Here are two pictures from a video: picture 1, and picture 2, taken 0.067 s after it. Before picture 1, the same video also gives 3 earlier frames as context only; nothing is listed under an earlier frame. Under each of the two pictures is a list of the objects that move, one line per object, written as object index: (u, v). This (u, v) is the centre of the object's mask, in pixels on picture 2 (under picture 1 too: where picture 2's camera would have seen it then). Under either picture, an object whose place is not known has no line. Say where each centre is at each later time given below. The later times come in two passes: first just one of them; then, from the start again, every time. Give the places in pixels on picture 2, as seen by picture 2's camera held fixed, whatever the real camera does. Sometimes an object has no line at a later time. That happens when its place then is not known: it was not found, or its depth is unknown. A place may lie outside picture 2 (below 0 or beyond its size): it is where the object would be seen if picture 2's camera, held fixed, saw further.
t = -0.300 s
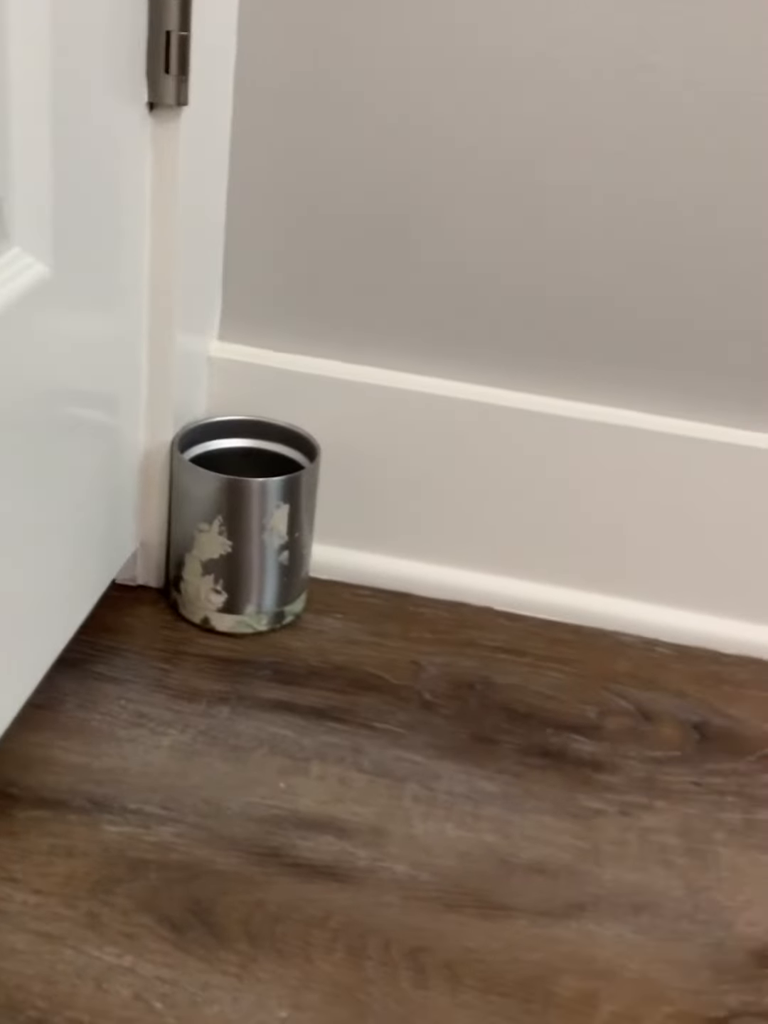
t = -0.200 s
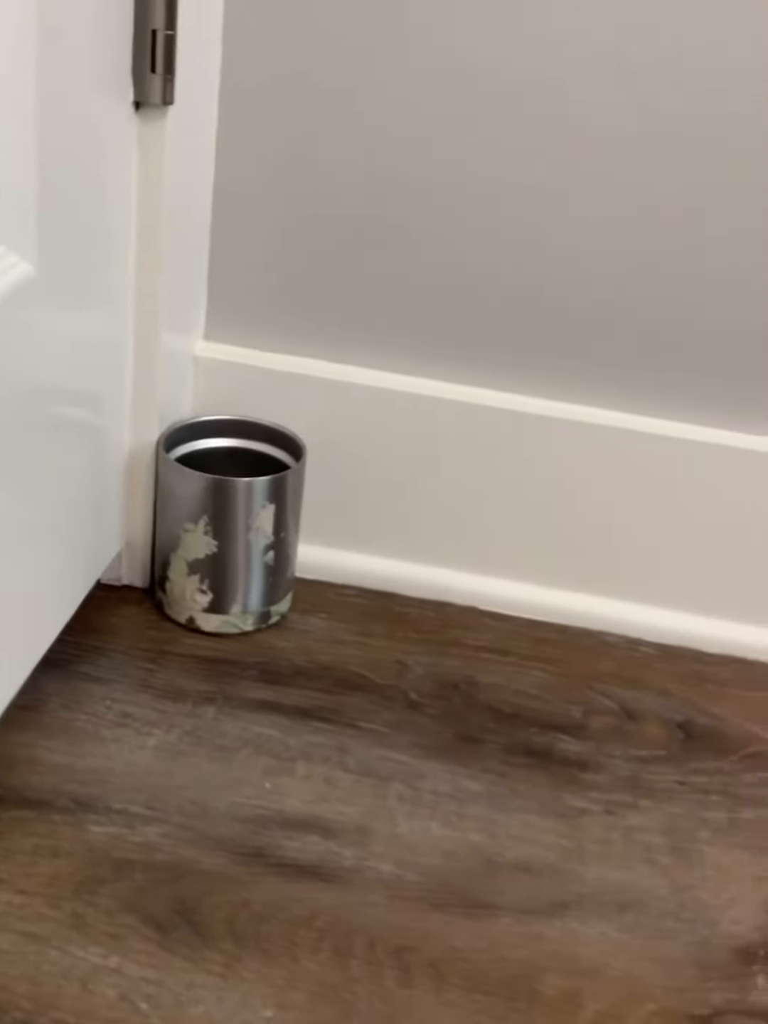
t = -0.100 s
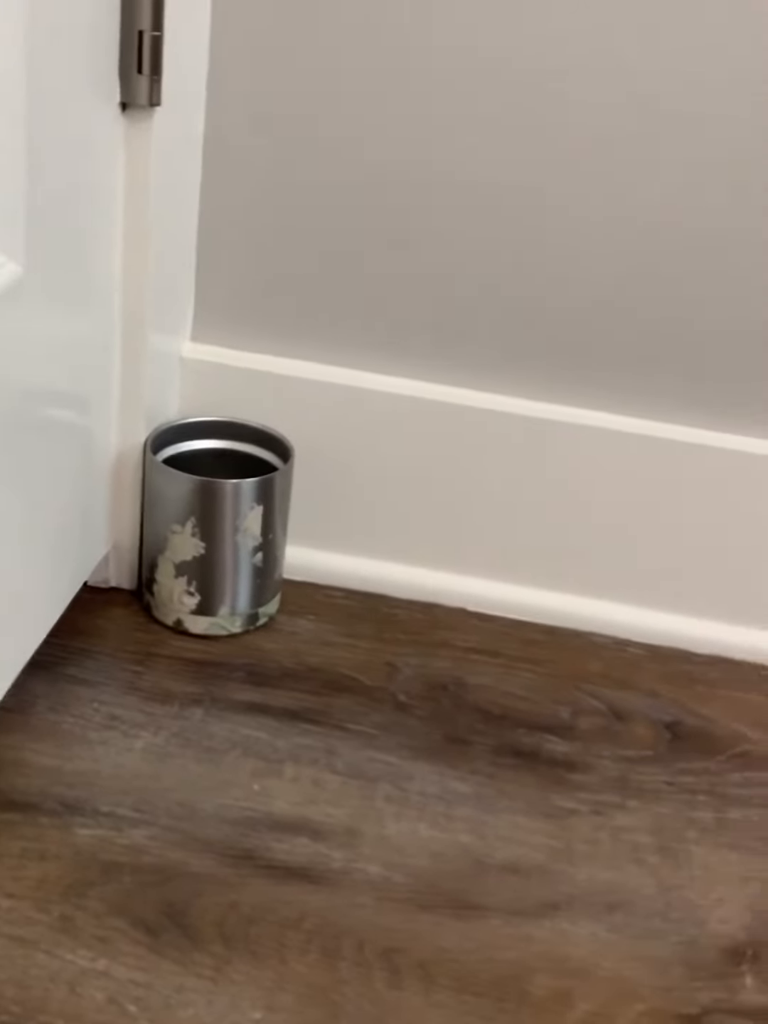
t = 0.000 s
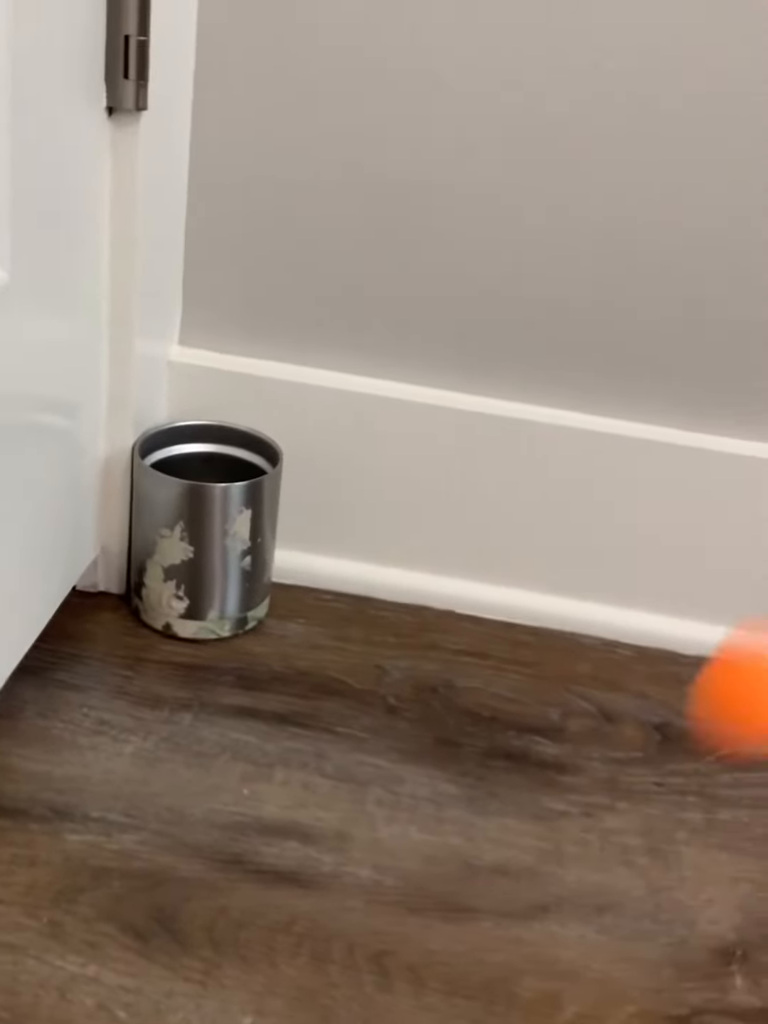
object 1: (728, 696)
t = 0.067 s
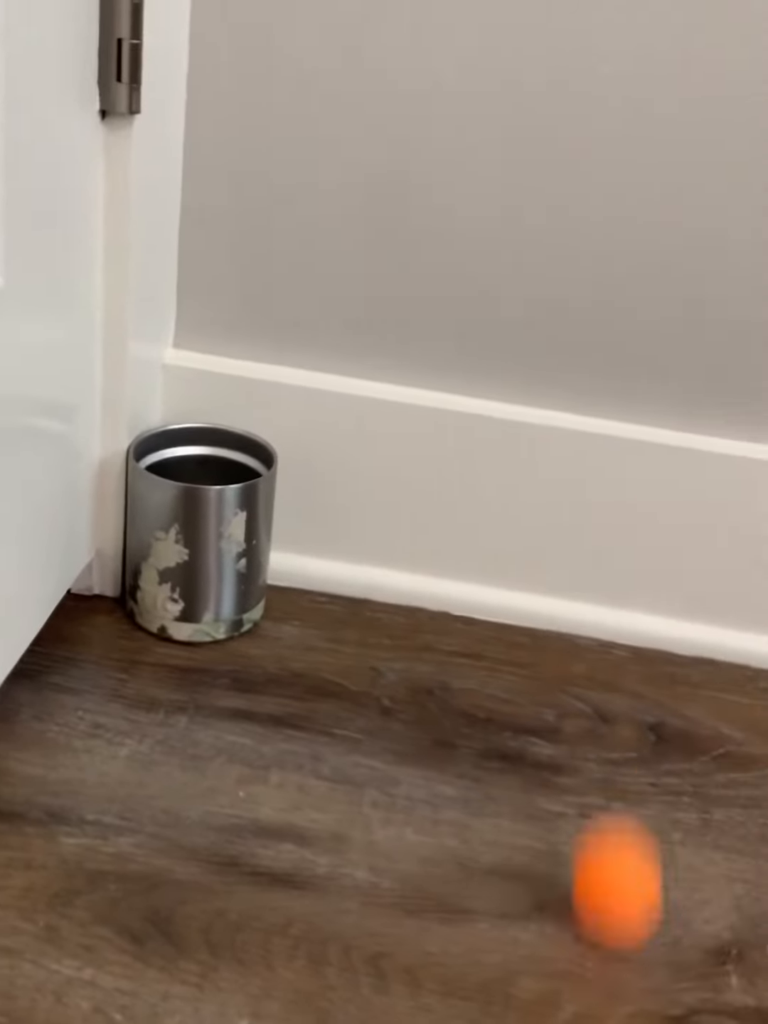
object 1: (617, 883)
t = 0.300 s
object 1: (528, 330)
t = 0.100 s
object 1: (621, 752)
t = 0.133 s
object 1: (618, 636)
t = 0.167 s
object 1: (610, 527)
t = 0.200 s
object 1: (598, 442)
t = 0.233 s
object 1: (579, 379)
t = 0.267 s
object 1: (555, 343)
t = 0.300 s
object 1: (528, 330)
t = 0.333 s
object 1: (496, 341)
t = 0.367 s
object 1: (462, 373)
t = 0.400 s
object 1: (424, 429)
